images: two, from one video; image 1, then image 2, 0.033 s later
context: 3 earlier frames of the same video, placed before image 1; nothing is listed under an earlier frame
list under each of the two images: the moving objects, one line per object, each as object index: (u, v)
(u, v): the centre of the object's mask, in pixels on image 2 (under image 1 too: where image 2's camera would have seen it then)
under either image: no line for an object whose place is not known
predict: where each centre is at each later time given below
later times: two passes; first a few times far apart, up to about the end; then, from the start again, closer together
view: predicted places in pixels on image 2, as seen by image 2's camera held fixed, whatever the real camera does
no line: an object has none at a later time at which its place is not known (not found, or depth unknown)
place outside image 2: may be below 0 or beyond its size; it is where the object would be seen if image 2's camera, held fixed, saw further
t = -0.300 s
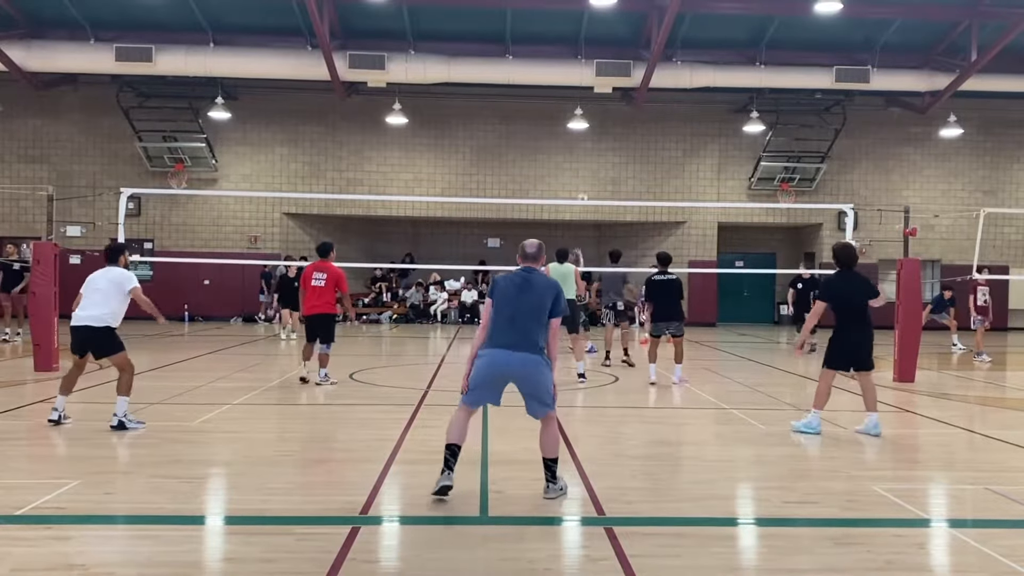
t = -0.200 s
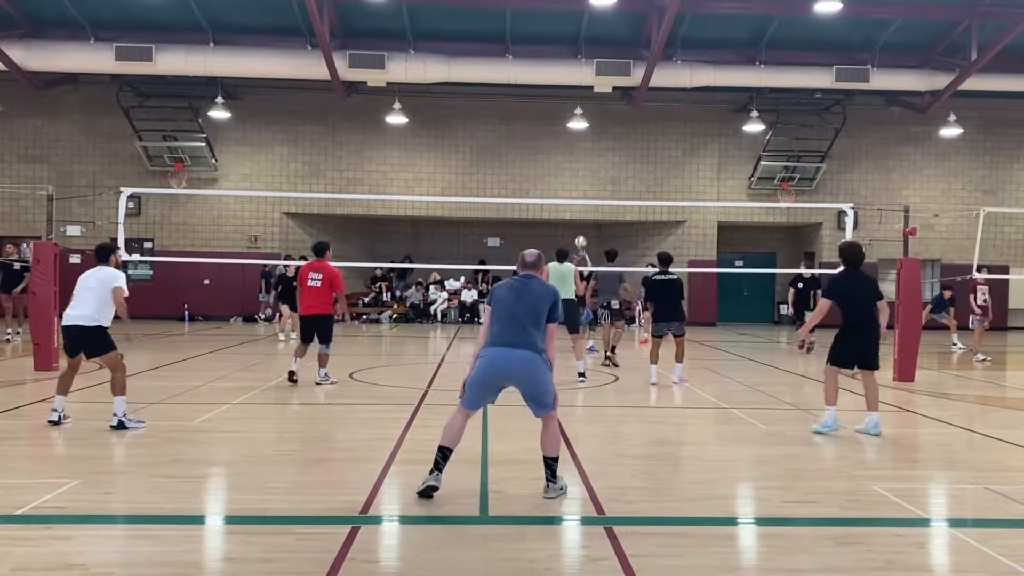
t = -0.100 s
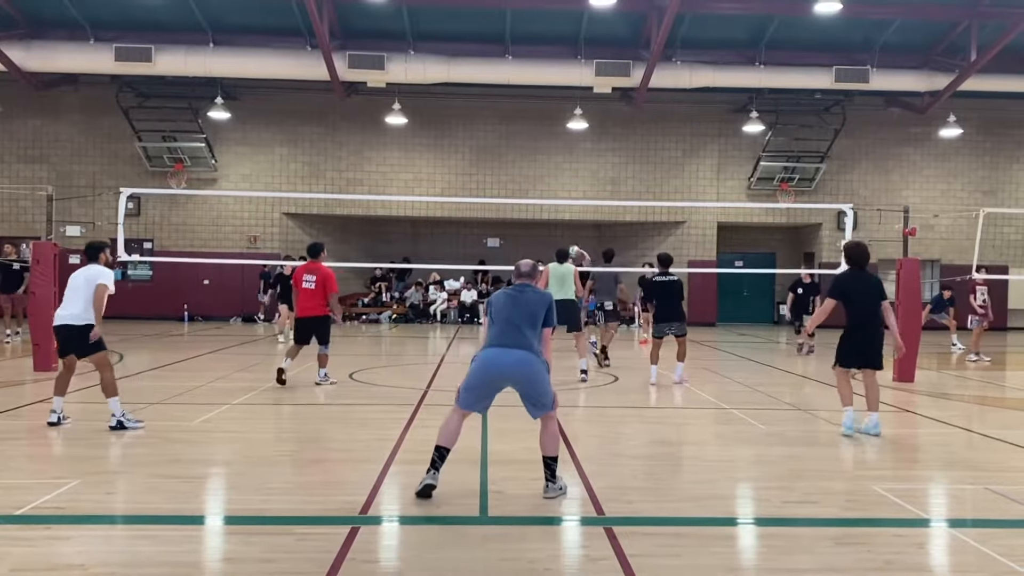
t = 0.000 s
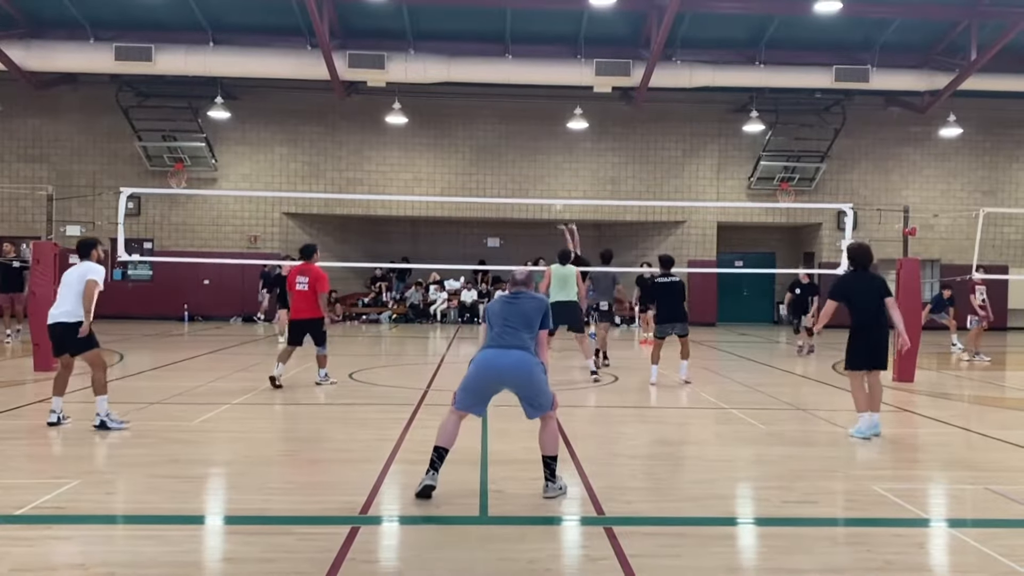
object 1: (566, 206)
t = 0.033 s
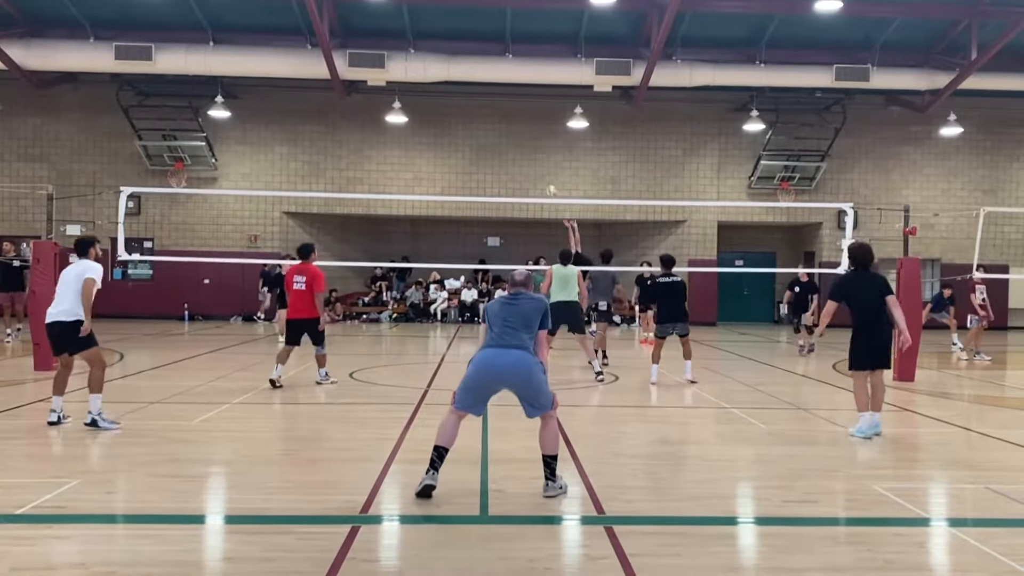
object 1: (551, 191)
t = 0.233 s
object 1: (520, 122)
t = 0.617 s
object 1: (450, 36)
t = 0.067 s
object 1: (553, 181)
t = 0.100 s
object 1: (540, 168)
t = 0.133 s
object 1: (536, 155)
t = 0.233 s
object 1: (520, 122)
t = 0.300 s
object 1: (509, 100)
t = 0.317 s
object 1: (508, 94)
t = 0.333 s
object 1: (500, 91)
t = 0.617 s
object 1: (450, 36)
